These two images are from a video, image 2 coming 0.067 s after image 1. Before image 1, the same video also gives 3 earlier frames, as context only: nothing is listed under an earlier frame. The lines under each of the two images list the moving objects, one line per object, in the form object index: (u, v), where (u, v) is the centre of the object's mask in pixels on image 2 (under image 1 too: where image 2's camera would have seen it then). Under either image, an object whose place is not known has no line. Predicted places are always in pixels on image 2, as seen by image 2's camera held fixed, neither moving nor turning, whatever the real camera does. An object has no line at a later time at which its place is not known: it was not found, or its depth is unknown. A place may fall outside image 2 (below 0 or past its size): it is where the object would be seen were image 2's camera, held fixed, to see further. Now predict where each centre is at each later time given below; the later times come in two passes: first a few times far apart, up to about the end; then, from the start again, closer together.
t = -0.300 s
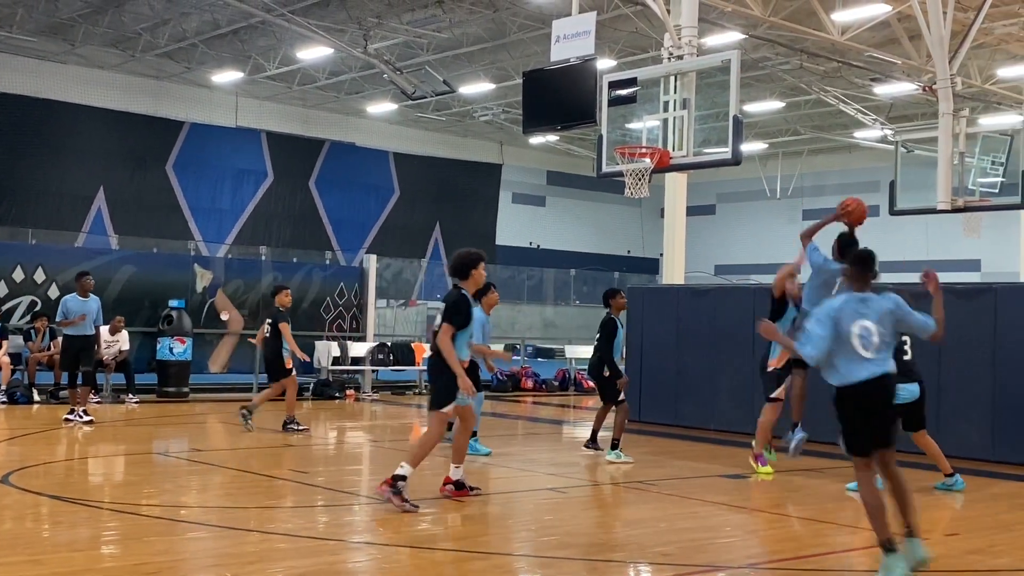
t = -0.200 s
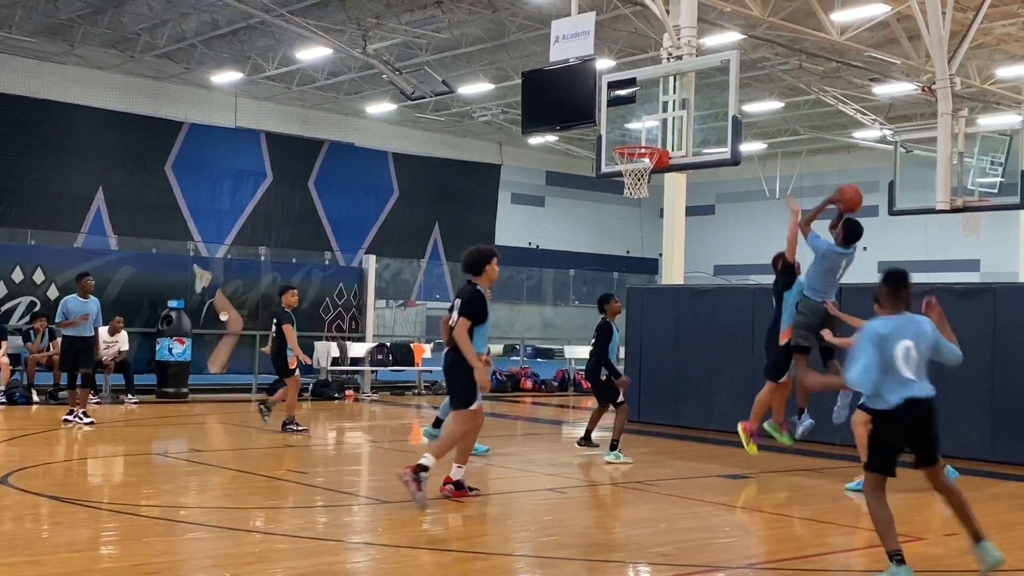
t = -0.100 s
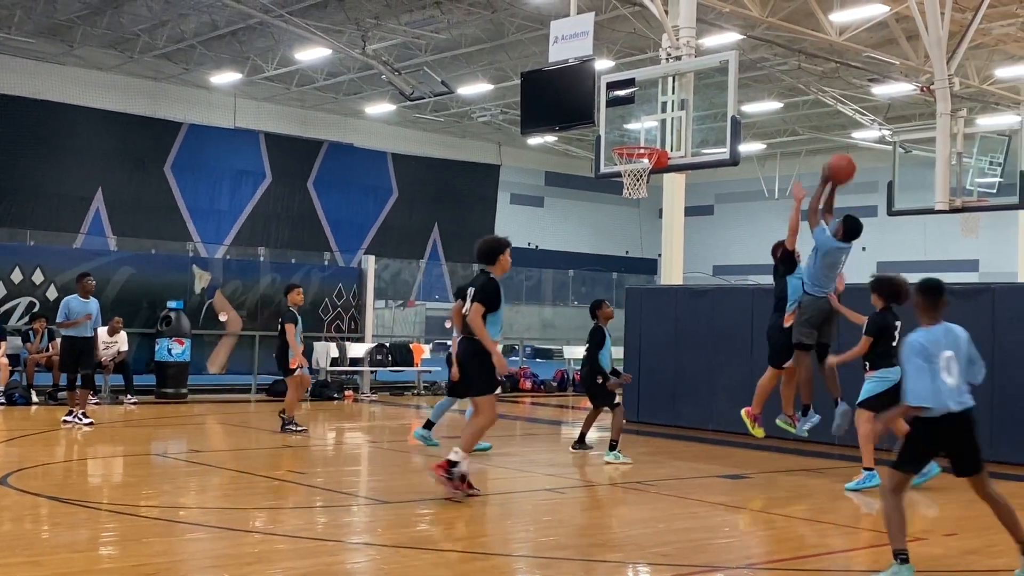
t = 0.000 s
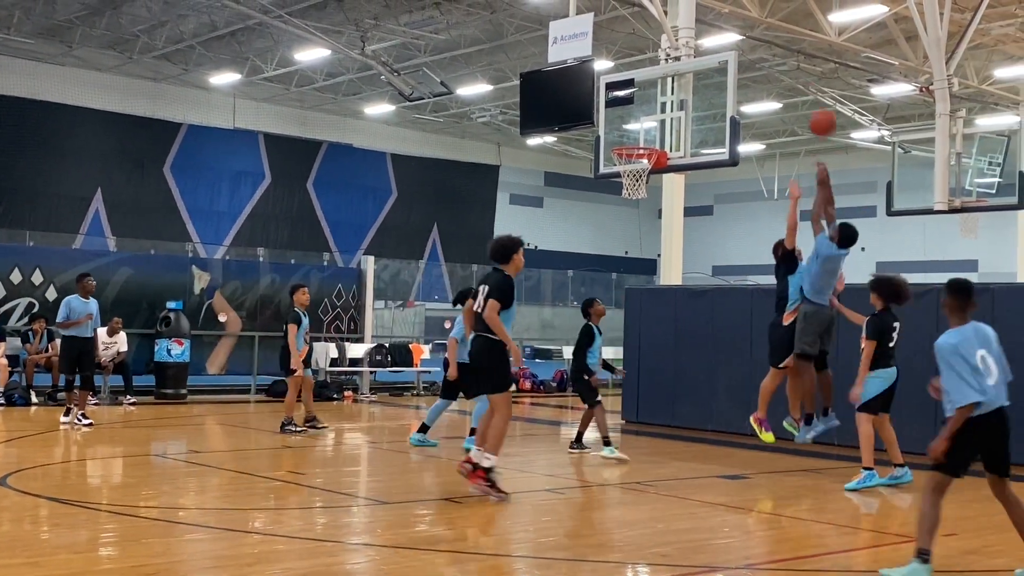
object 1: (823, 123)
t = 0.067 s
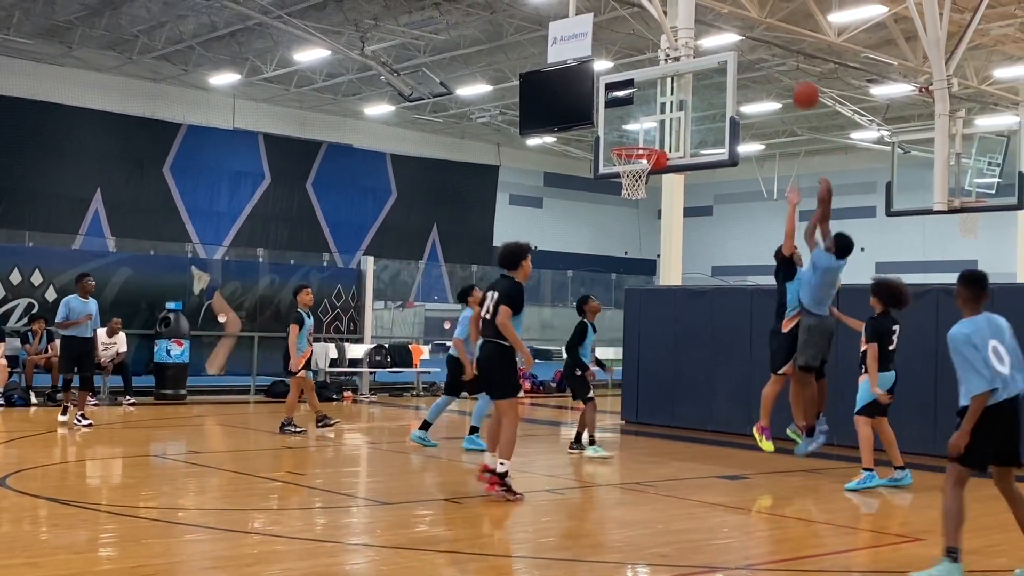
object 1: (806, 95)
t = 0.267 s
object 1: (757, 43)
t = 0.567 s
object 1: (691, 48)
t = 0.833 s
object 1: (637, 123)
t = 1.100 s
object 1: (668, 123)
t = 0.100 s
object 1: (797, 82)
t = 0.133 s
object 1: (789, 72)
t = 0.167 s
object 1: (781, 63)
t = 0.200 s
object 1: (773, 55)
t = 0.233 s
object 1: (765, 48)
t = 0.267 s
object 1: (757, 43)
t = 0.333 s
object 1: (743, 36)
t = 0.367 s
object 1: (735, 34)
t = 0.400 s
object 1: (728, 34)
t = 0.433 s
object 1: (720, 34)
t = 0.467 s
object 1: (713, 36)
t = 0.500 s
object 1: (705, 38)
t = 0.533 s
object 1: (698, 42)
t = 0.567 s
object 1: (691, 48)
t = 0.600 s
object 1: (685, 53)
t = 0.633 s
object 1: (677, 61)
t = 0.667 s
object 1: (671, 68)
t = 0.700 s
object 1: (663, 77)
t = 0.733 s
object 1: (657, 87)
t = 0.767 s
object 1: (651, 98)
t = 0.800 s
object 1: (644, 110)
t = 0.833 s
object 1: (637, 123)
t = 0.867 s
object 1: (630, 138)
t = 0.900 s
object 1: (628, 141)
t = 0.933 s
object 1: (634, 138)
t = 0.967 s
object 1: (641, 134)
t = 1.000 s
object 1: (648, 129)
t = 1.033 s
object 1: (655, 126)
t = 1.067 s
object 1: (661, 124)
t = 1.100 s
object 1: (668, 123)
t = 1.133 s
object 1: (675, 123)
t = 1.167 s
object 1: (682, 124)
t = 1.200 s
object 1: (689, 126)
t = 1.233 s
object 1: (697, 129)
